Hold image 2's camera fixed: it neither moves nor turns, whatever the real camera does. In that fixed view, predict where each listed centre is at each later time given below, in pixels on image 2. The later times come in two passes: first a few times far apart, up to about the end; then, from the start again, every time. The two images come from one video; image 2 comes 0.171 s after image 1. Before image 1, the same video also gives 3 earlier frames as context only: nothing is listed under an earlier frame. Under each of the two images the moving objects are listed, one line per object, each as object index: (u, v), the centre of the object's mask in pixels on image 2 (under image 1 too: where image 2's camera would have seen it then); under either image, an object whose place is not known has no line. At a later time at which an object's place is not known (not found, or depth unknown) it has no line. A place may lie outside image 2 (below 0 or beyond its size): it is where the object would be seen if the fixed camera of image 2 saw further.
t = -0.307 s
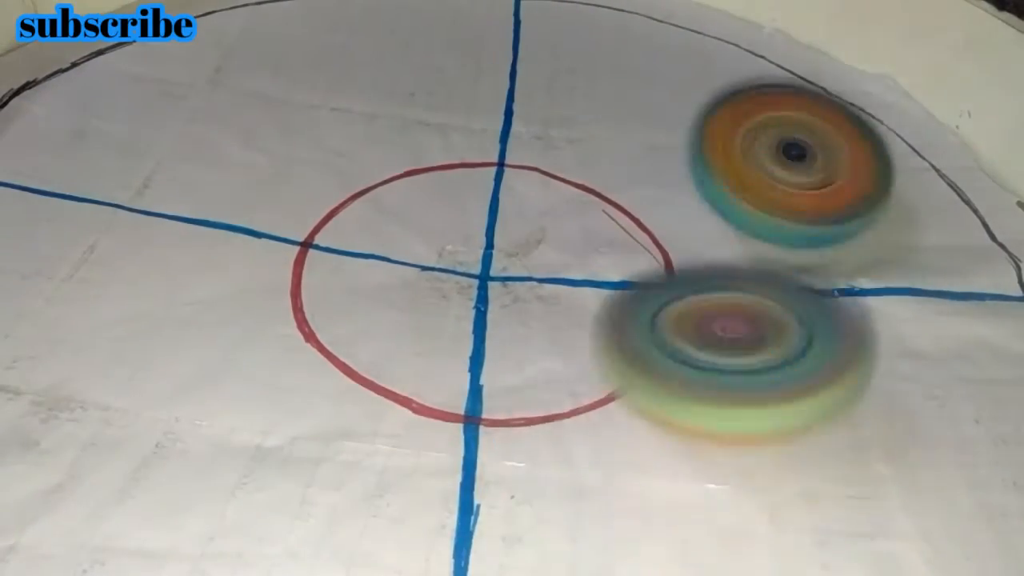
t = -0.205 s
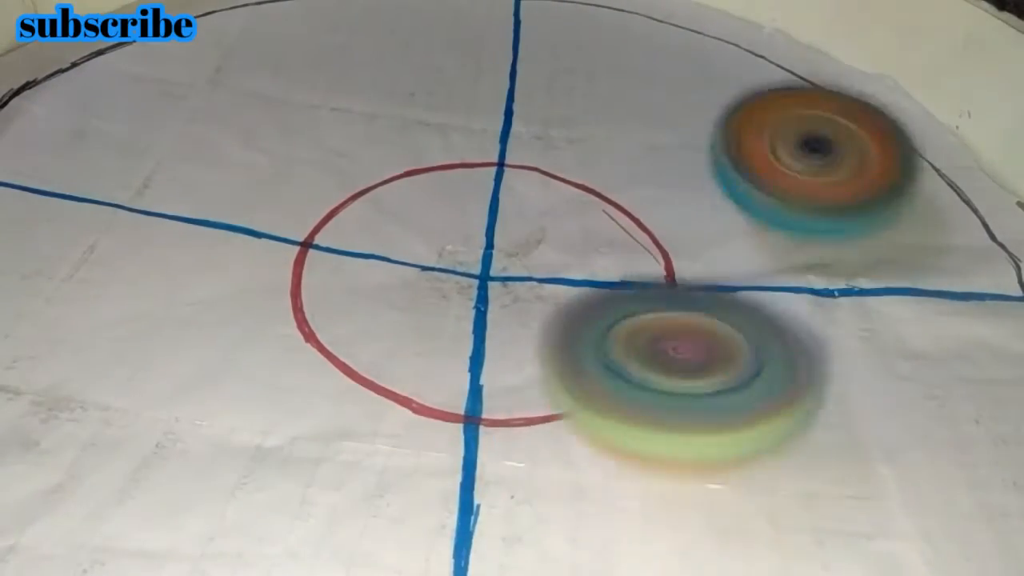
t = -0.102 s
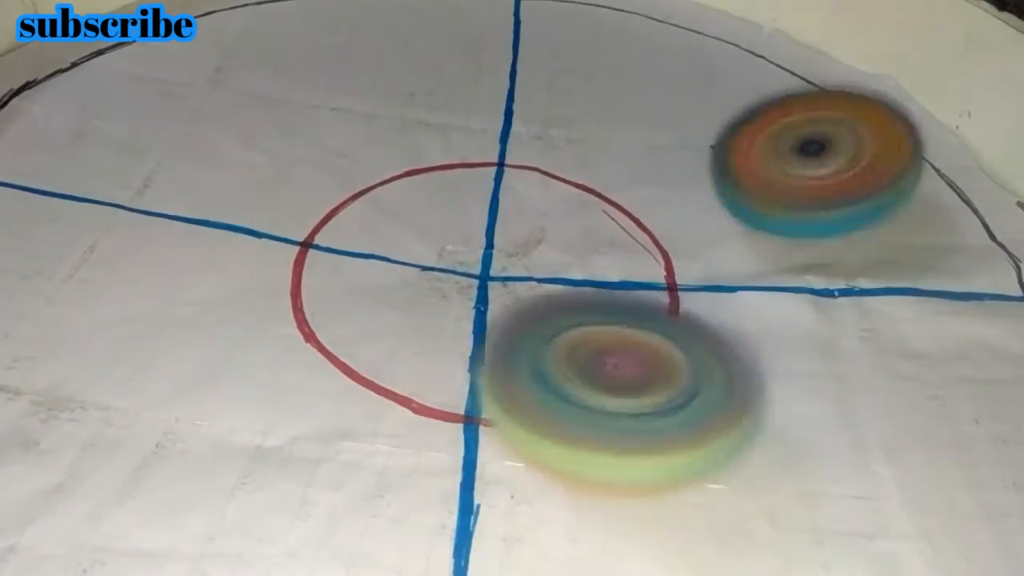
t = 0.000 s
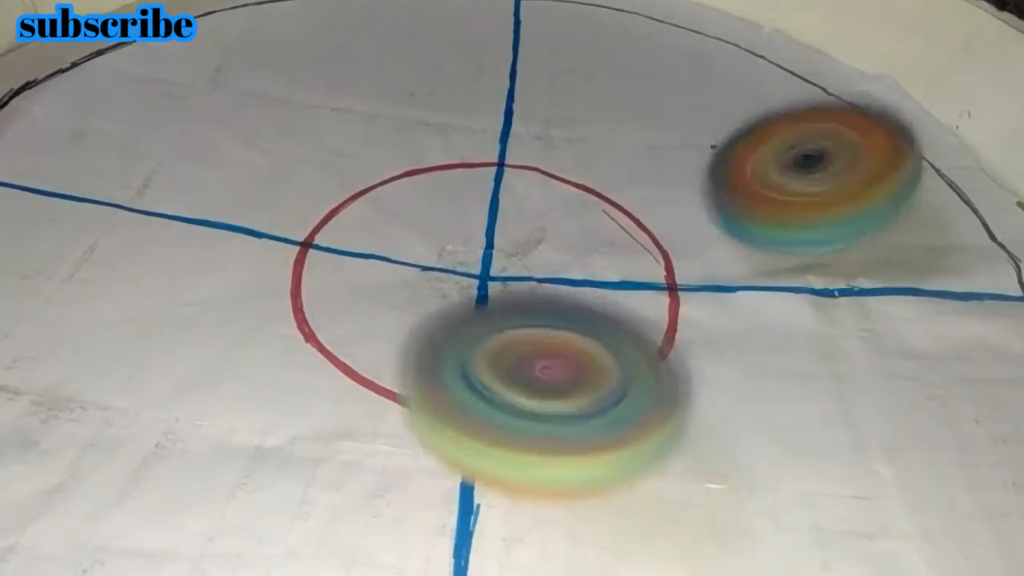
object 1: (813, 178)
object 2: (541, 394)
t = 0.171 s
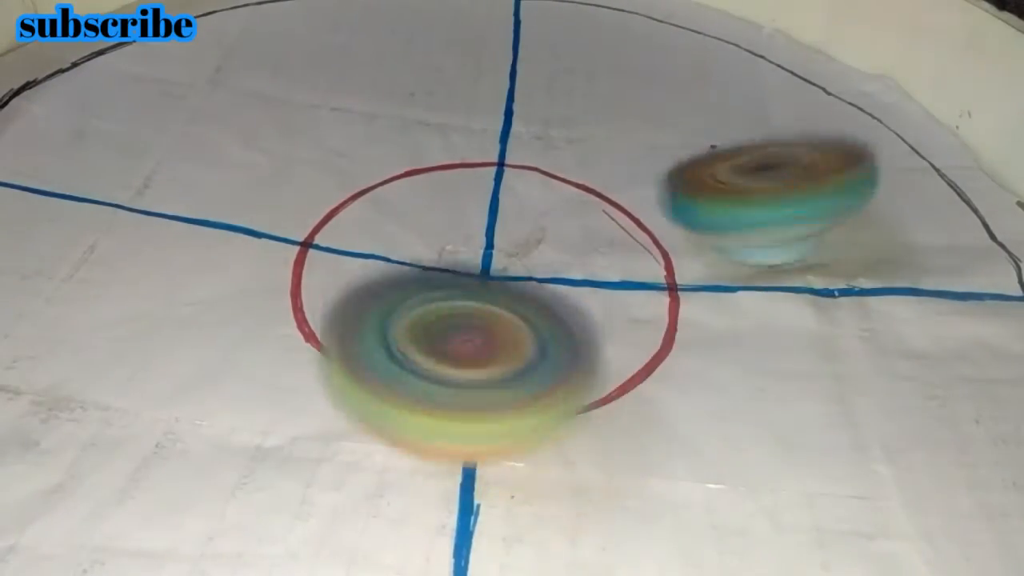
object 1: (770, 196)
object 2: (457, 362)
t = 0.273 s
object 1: (729, 200)
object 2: (411, 321)
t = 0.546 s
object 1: (560, 182)
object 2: (362, 213)
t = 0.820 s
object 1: (549, 173)
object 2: (256, 109)
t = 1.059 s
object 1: (535, 207)
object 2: (269, 50)
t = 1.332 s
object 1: (521, 272)
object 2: (314, 50)
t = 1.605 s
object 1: (512, 266)
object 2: (362, 139)
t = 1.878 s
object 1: (526, 294)
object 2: (330, 217)
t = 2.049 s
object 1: (536, 362)
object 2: (323, 197)
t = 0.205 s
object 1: (761, 200)
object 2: (442, 349)
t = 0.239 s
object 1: (748, 196)
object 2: (426, 335)
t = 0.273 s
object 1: (729, 200)
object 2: (411, 321)
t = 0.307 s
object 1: (712, 199)
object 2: (402, 311)
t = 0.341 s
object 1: (695, 199)
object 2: (390, 302)
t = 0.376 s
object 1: (673, 199)
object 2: (379, 290)
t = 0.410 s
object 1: (648, 198)
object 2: (373, 274)
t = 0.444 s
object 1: (625, 194)
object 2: (364, 258)
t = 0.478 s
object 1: (603, 195)
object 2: (362, 241)
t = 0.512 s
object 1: (584, 188)
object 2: (357, 227)
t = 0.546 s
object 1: (560, 182)
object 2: (362, 213)
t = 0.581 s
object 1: (537, 177)
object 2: (357, 201)
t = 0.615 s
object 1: (546, 173)
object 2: (330, 186)
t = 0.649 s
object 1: (559, 168)
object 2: (309, 171)
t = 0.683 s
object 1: (560, 164)
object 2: (295, 159)
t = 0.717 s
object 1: (559, 165)
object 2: (283, 148)
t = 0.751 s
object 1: (556, 170)
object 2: (271, 135)
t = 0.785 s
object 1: (553, 172)
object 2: (261, 122)
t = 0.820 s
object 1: (549, 173)
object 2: (256, 109)
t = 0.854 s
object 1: (544, 175)
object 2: (251, 98)
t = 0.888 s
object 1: (542, 177)
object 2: (250, 86)
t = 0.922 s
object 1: (547, 182)
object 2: (251, 77)
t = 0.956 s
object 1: (544, 185)
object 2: (252, 67)
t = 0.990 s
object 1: (544, 194)
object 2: (258, 59)
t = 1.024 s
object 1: (542, 201)
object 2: (264, 55)
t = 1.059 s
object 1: (535, 207)
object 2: (269, 50)
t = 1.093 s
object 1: (529, 220)
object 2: (276, 47)
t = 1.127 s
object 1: (525, 233)
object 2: (279, 46)
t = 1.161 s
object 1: (517, 239)
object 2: (286, 44)
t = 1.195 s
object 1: (515, 249)
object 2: (291, 45)
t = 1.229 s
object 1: (517, 257)
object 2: (297, 44)
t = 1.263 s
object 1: (519, 265)
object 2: (301, 46)
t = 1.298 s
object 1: (519, 273)
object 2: (308, 46)
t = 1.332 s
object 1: (521, 272)
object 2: (314, 50)
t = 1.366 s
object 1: (519, 272)
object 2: (320, 54)
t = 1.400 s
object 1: (517, 271)
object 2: (327, 62)
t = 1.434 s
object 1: (517, 271)
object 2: (335, 72)
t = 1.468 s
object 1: (513, 271)
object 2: (341, 84)
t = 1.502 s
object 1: (510, 271)
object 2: (348, 95)
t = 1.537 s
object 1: (510, 267)
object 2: (353, 109)
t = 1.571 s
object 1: (509, 265)
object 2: (356, 123)
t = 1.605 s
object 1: (512, 266)
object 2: (362, 139)
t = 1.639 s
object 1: (515, 264)
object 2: (362, 155)
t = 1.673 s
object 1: (519, 267)
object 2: (363, 166)
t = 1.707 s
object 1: (523, 274)
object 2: (362, 172)
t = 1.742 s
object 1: (525, 281)
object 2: (360, 179)
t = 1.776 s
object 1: (526, 287)
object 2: (352, 190)
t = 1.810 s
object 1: (527, 291)
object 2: (342, 204)
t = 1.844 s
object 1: (522, 291)
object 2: (337, 213)
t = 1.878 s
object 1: (526, 294)
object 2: (330, 217)
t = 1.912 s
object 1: (532, 316)
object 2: (324, 216)
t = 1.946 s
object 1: (532, 344)
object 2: (327, 212)
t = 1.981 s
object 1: (526, 350)
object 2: (328, 206)
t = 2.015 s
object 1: (527, 354)
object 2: (327, 202)
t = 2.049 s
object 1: (536, 362)
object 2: (323, 197)
